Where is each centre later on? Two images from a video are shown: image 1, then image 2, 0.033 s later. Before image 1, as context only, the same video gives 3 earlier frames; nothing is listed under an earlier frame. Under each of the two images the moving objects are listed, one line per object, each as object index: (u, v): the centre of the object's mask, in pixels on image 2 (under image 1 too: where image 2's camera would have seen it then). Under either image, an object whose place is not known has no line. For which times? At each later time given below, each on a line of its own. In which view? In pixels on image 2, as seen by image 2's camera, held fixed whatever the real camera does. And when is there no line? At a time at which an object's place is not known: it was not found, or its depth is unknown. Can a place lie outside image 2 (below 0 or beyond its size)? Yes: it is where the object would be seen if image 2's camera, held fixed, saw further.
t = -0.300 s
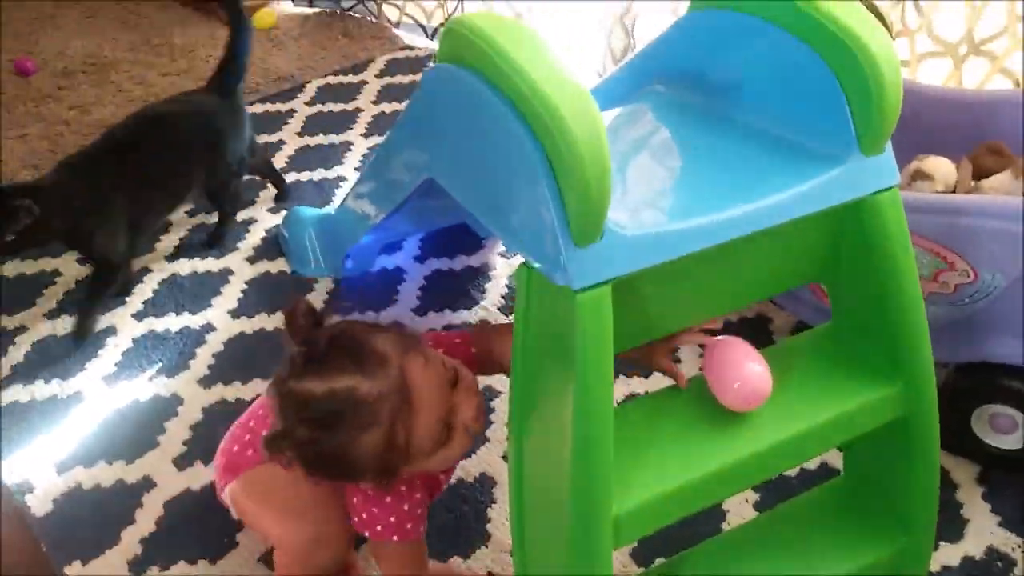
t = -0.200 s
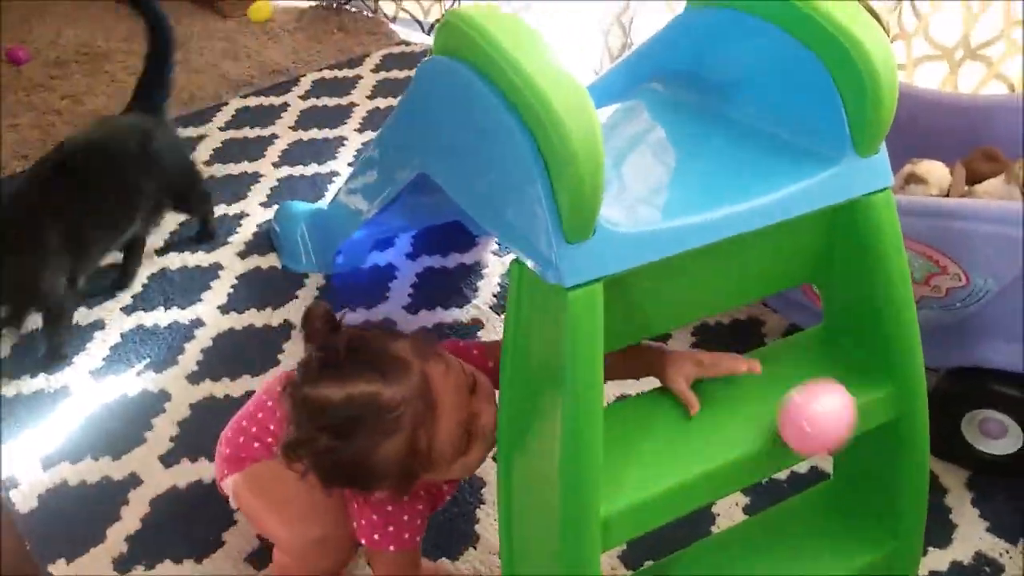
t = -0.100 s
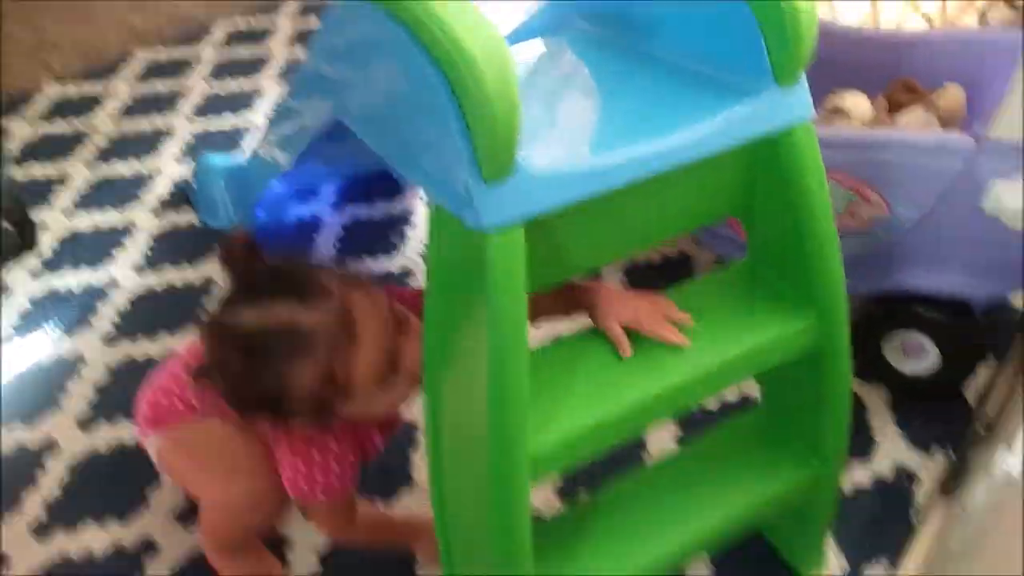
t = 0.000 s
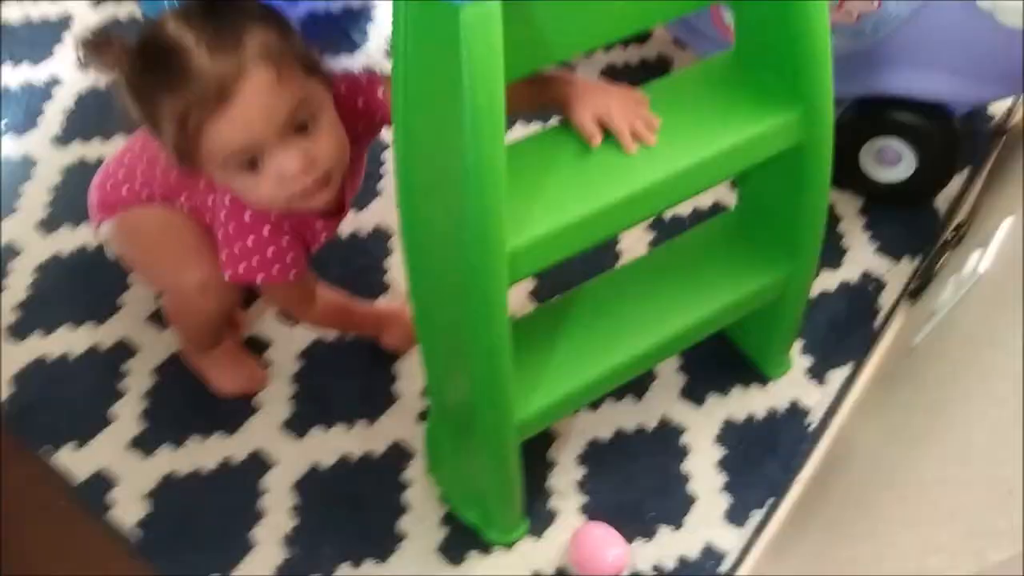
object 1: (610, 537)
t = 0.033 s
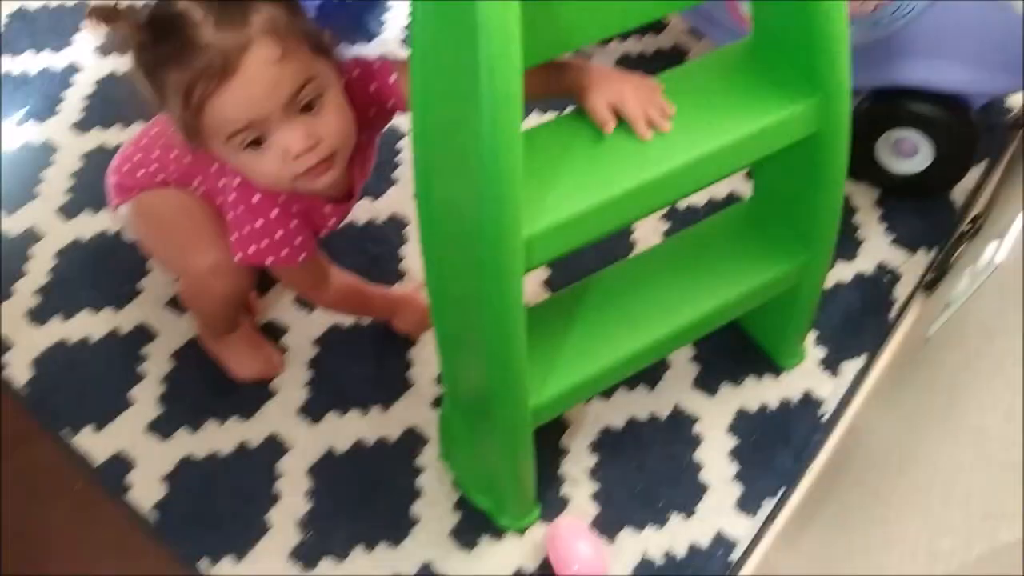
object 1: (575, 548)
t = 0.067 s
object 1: (545, 566)
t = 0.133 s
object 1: (496, 609)
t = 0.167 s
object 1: (495, 631)
